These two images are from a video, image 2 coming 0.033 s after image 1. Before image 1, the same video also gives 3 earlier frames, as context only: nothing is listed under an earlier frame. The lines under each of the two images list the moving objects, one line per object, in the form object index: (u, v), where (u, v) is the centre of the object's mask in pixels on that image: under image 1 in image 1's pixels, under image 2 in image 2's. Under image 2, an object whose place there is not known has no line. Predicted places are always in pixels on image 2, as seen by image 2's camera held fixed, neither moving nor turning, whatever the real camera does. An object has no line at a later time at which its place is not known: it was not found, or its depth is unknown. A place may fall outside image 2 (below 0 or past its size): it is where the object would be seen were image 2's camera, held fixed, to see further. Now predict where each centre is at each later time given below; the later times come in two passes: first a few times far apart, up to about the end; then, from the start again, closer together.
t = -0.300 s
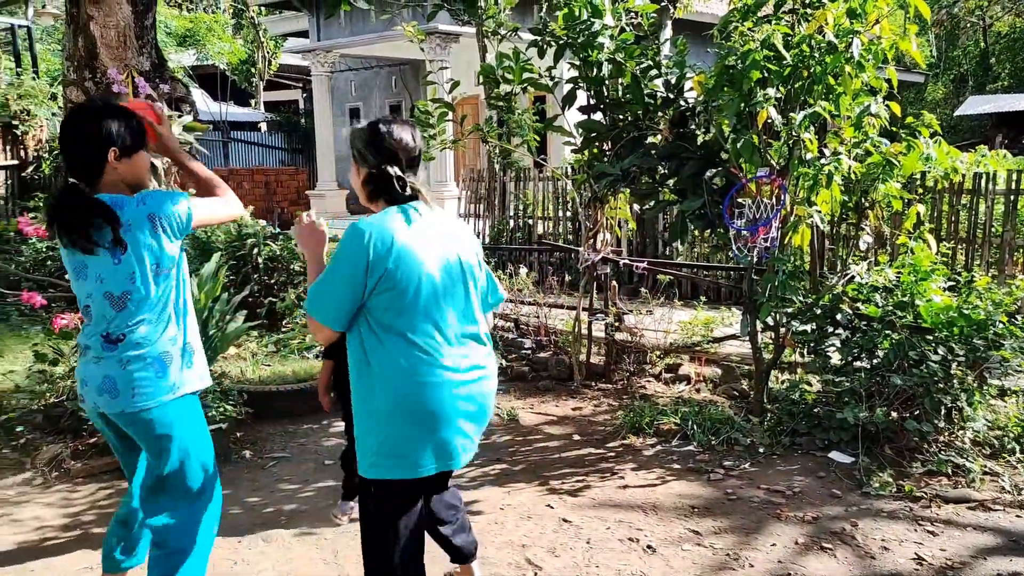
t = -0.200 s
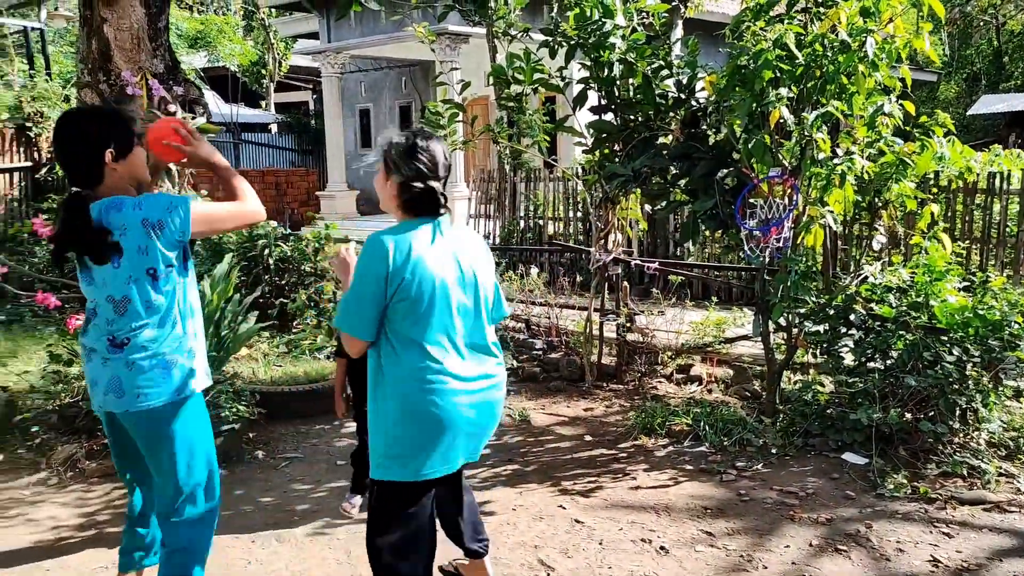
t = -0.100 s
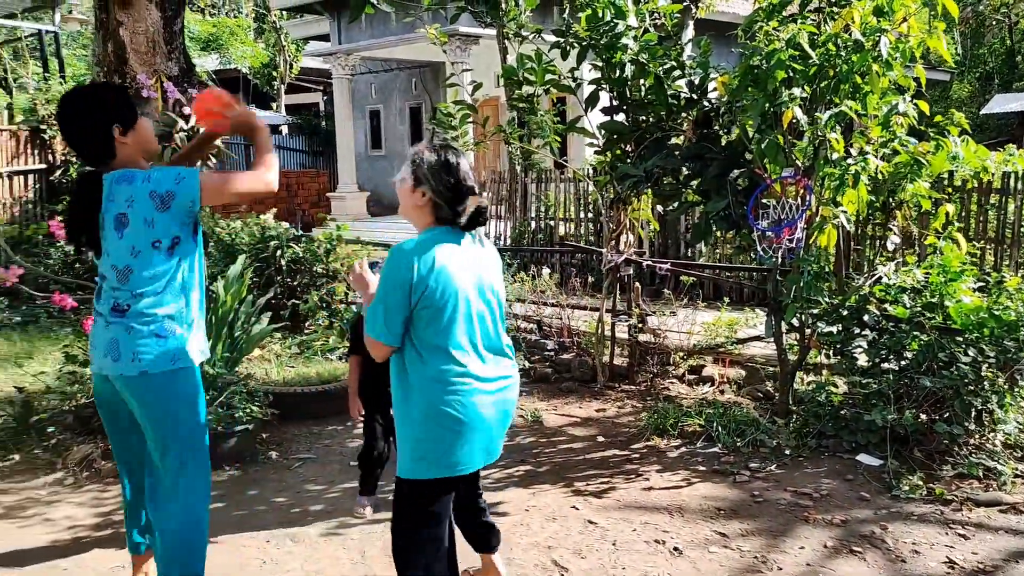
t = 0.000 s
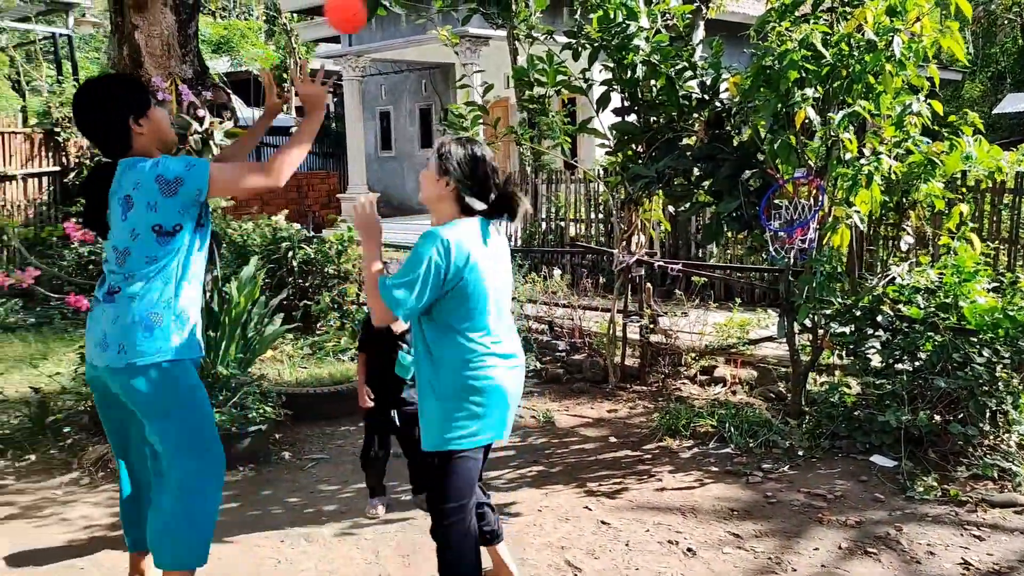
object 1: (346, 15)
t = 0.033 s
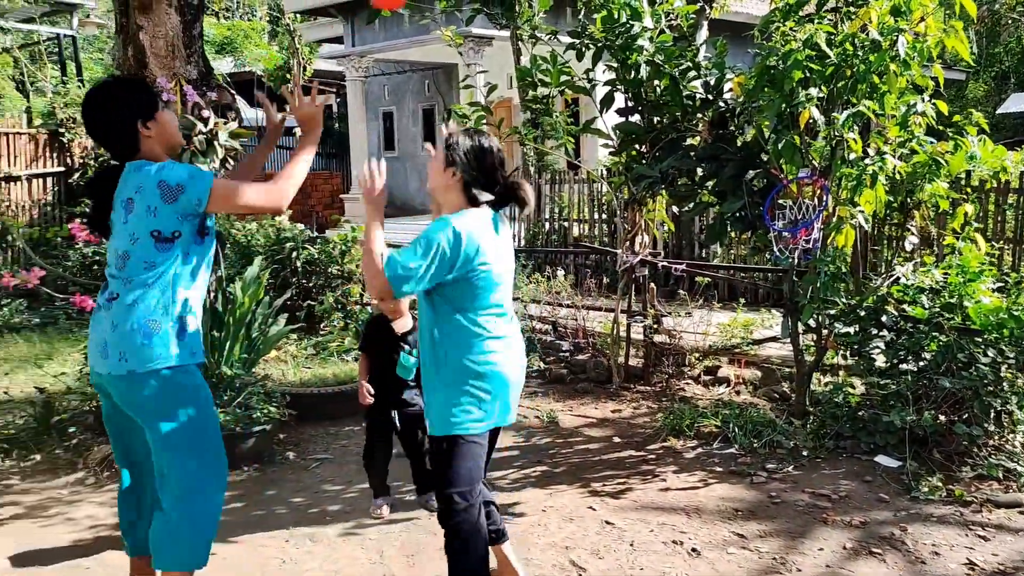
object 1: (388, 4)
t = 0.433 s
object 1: (742, 1)
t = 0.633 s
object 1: (828, 51)
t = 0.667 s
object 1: (834, 55)
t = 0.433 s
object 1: (742, 1)
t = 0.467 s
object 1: (761, 9)
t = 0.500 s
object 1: (779, 26)
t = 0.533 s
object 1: (794, 35)
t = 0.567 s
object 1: (806, 38)
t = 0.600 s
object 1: (821, 47)
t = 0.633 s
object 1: (828, 51)
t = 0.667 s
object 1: (834, 55)
